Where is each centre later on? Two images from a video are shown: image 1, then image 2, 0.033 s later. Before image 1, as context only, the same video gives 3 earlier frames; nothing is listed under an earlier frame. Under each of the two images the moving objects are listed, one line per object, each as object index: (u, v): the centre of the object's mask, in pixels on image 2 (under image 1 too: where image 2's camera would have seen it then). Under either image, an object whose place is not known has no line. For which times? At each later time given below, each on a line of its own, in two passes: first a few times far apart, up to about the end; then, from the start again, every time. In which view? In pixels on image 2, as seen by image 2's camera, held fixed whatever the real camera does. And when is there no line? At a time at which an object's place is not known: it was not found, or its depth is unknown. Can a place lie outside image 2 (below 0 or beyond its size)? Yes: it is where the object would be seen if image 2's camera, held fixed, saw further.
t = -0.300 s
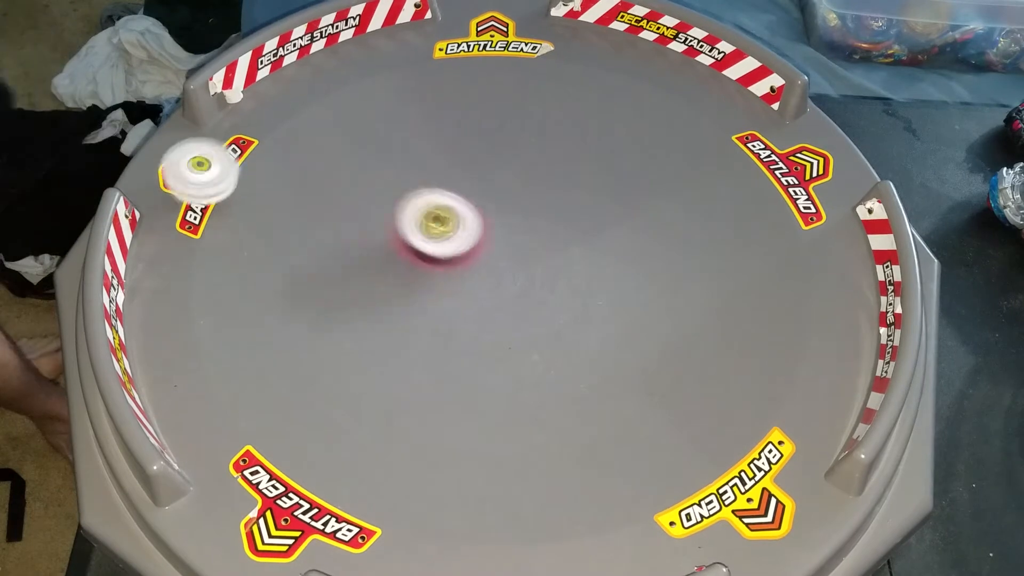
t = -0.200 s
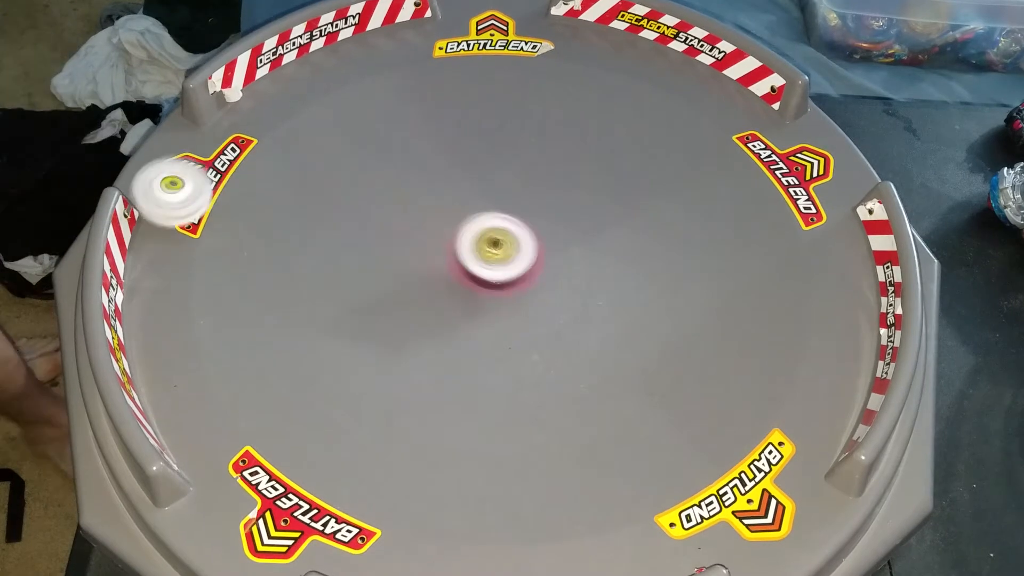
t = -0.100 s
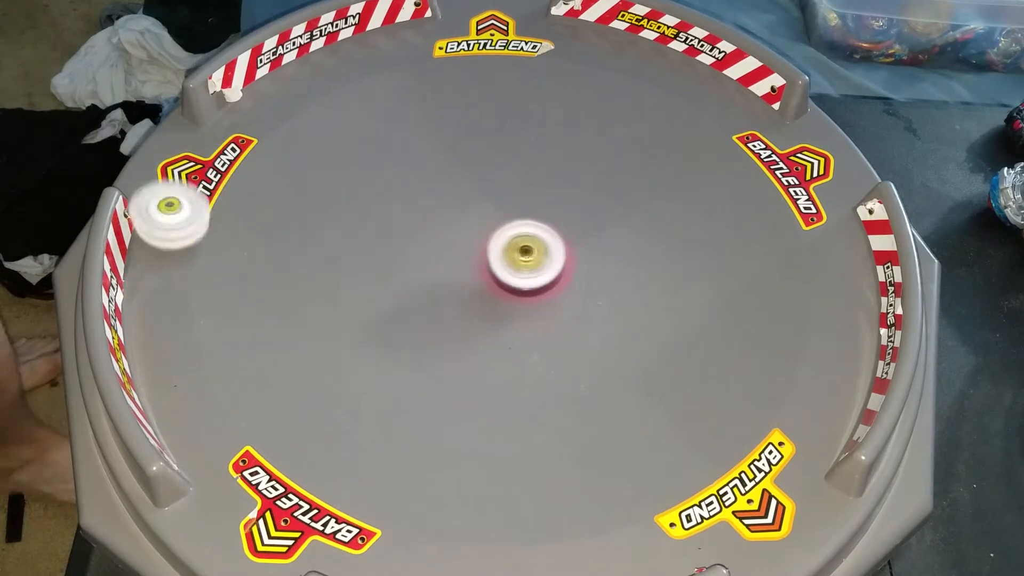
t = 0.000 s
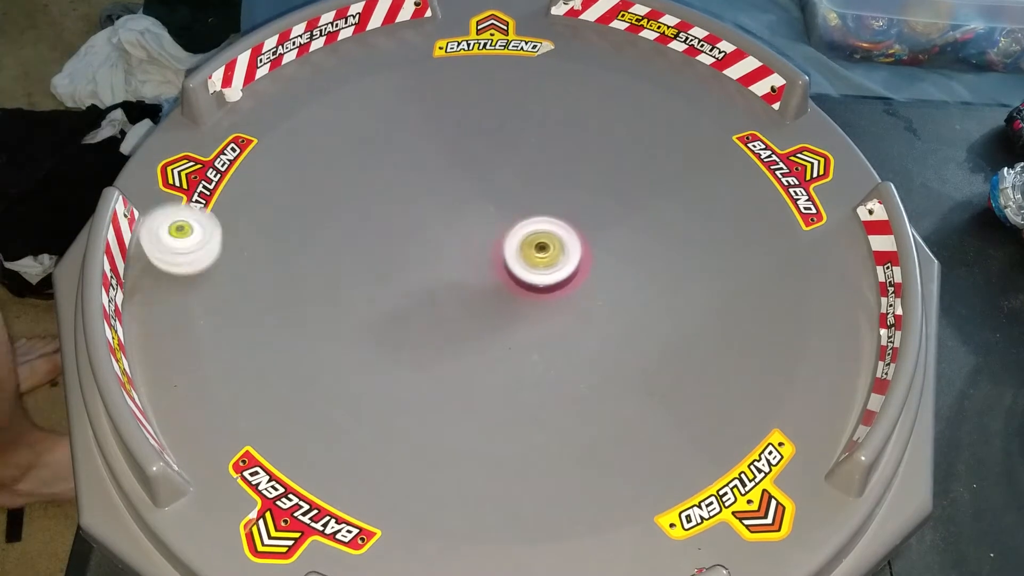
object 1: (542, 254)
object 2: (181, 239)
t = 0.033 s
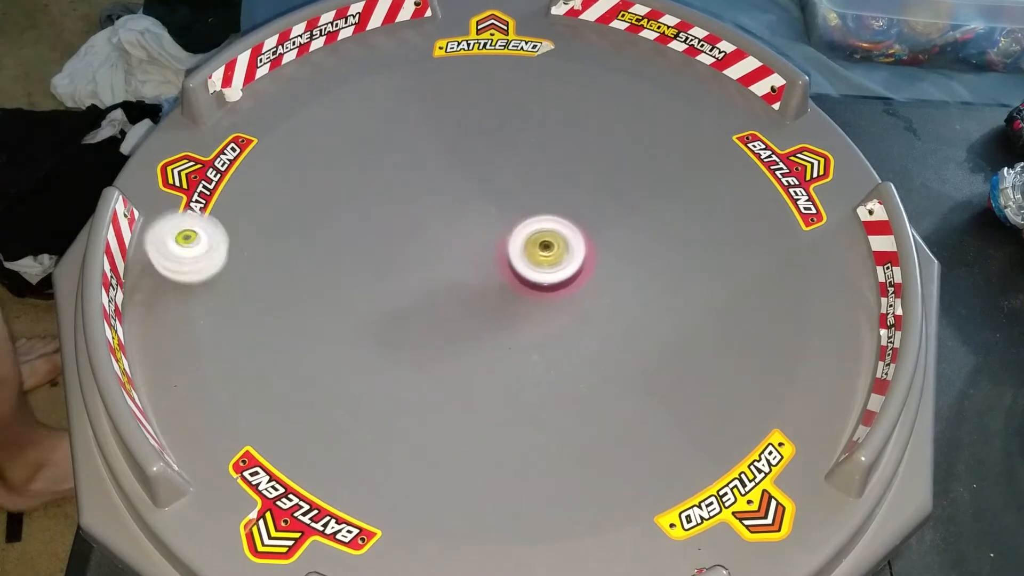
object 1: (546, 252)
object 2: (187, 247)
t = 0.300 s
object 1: (566, 247)
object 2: (312, 258)
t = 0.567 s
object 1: (568, 251)
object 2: (456, 289)
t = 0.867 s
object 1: (566, 258)
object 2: (513, 327)
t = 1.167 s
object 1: (538, 264)
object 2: (517, 338)
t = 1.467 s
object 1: (504, 263)
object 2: (455, 317)
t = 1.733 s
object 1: (476, 261)
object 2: (392, 264)
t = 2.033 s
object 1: (459, 258)
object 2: (395, 198)
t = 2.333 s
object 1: (454, 246)
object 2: (460, 167)
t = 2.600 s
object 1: (458, 235)
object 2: (514, 196)
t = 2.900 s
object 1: (463, 229)
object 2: (539, 273)
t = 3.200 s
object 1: (479, 229)
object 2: (440, 296)
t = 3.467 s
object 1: (546, 159)
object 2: (299, 335)
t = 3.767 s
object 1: (561, 117)
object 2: (259, 254)
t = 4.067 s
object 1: (556, 114)
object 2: (400, 217)
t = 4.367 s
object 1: (545, 127)
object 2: (543, 227)
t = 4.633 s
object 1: (521, 149)
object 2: (640, 260)
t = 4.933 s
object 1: (466, 207)
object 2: (625, 316)
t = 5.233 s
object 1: (442, 331)
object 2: (508, 284)
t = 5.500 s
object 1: (456, 383)
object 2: (443, 211)
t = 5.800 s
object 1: (468, 395)
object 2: (415, 138)
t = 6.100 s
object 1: (473, 386)
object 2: (472, 142)
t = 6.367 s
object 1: (483, 364)
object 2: (483, 217)
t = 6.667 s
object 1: (500, 331)
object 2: (460, 259)
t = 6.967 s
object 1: (526, 298)
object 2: (510, 229)
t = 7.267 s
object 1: (573, 365)
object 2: (505, 82)
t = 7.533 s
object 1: (577, 368)
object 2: (467, 45)
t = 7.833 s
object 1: (567, 353)
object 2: (408, 91)
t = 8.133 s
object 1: (529, 289)
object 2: (394, 187)
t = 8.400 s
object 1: (496, 221)
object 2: (379, 244)
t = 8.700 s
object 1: (464, 209)
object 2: (396, 310)
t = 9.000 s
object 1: (456, 202)
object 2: (438, 354)
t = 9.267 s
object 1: (458, 200)
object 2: (477, 355)
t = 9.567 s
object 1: (460, 210)
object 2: (528, 320)
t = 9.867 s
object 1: (452, 241)
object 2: (549, 270)
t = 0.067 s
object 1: (550, 251)
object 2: (196, 253)
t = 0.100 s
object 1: (553, 250)
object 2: (207, 257)
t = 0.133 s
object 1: (556, 249)
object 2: (221, 257)
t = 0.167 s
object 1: (559, 248)
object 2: (237, 256)
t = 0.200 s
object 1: (561, 248)
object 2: (254, 255)
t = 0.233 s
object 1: (563, 247)
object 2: (272, 255)
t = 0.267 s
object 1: (565, 247)
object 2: (292, 256)
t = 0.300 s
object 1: (566, 247)
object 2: (312, 258)
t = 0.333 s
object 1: (567, 247)
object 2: (331, 261)
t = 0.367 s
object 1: (568, 248)
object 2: (351, 264)
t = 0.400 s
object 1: (568, 248)
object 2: (370, 268)
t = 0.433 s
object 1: (569, 248)
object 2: (388, 272)
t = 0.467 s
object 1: (569, 249)
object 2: (405, 276)
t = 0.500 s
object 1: (569, 249)
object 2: (421, 281)
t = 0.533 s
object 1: (569, 250)
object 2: (438, 285)
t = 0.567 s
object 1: (568, 251)
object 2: (456, 289)
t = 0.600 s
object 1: (568, 252)
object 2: (473, 292)
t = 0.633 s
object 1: (567, 253)
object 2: (491, 294)
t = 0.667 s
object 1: (567, 253)
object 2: (505, 296)
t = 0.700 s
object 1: (569, 253)
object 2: (510, 300)
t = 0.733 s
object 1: (571, 254)
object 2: (509, 305)
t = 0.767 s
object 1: (571, 254)
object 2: (509, 311)
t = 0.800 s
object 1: (569, 256)
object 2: (510, 317)
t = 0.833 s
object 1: (568, 257)
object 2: (511, 323)
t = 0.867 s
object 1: (566, 258)
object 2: (513, 327)
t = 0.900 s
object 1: (564, 259)
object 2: (514, 331)
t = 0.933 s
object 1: (562, 260)
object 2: (515, 335)
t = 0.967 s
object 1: (559, 261)
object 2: (517, 338)
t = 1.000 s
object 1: (556, 262)
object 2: (518, 340)
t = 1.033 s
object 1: (553, 263)
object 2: (518, 341)
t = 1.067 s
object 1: (550, 263)
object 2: (519, 341)
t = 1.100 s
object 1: (546, 263)
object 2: (518, 340)
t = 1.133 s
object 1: (542, 264)
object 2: (518, 340)
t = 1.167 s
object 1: (538, 264)
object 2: (517, 338)
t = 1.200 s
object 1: (534, 264)
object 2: (516, 335)
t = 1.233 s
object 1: (530, 263)
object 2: (513, 332)
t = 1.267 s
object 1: (526, 263)
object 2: (508, 330)
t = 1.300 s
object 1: (523, 262)
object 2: (500, 329)
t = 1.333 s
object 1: (520, 262)
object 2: (491, 329)
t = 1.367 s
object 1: (516, 262)
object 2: (482, 327)
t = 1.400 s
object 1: (512, 263)
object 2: (473, 325)
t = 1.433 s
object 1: (508, 263)
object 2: (464, 321)
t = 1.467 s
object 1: (504, 263)
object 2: (455, 317)
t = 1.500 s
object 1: (501, 263)
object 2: (443, 311)
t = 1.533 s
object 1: (497, 263)
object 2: (432, 306)
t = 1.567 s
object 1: (493, 263)
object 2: (422, 300)
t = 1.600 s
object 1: (490, 263)
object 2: (413, 293)
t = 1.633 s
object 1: (486, 263)
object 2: (407, 286)
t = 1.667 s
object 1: (482, 262)
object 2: (400, 278)
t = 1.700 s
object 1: (479, 262)
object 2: (395, 271)
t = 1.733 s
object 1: (476, 261)
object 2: (392, 264)
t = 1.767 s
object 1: (473, 261)
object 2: (389, 257)
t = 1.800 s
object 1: (471, 261)
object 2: (386, 249)
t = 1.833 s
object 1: (468, 261)
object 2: (385, 242)
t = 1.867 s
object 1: (466, 260)
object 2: (385, 234)
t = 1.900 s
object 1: (464, 260)
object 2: (385, 227)
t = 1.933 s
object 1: (463, 260)
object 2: (387, 219)
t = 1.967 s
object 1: (461, 259)
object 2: (388, 212)
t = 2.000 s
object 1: (460, 258)
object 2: (391, 205)
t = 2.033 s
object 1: (459, 258)
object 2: (395, 198)
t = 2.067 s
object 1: (458, 257)
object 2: (399, 192)
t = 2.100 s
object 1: (457, 255)
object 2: (405, 186)
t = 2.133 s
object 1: (456, 254)
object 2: (411, 181)
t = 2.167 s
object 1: (456, 253)
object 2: (418, 176)
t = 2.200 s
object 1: (455, 251)
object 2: (425, 173)
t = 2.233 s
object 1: (455, 250)
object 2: (433, 170)
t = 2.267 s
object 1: (454, 249)
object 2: (442, 168)
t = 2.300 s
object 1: (454, 247)
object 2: (451, 167)
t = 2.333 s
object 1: (454, 246)
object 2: (460, 167)
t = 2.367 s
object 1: (454, 245)
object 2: (469, 168)
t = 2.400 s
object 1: (455, 243)
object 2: (477, 170)
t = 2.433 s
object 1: (455, 242)
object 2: (484, 173)
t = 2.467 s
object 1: (455, 241)
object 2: (490, 176)
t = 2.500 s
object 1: (456, 239)
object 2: (497, 180)
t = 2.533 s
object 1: (457, 238)
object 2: (503, 185)
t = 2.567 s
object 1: (458, 236)
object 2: (509, 190)
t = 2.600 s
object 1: (458, 235)
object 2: (514, 196)
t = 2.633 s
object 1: (458, 234)
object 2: (522, 202)
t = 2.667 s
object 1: (458, 233)
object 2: (530, 209)
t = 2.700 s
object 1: (459, 232)
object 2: (537, 217)
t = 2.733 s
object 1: (459, 232)
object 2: (541, 225)
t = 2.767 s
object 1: (460, 231)
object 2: (545, 234)
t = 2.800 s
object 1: (461, 230)
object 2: (547, 244)
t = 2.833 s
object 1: (462, 230)
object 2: (547, 254)
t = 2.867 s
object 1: (462, 229)
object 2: (543, 264)
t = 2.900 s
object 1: (463, 229)
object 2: (539, 273)
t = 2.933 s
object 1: (465, 229)
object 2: (531, 282)
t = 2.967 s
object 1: (466, 229)
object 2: (523, 288)
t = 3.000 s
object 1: (467, 229)
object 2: (512, 294)
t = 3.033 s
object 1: (468, 230)
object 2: (500, 297)
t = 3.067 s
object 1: (469, 230)
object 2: (488, 299)
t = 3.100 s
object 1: (470, 230)
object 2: (476, 298)
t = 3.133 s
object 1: (472, 230)
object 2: (465, 296)
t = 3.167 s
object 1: (473, 231)
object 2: (455, 293)
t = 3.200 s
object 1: (479, 229)
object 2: (440, 296)
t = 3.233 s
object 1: (490, 215)
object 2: (418, 310)
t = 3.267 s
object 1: (500, 204)
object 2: (399, 320)
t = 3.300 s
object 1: (509, 194)
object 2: (382, 327)
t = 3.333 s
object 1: (516, 186)
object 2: (366, 331)
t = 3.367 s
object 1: (524, 179)
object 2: (349, 334)
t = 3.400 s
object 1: (532, 172)
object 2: (332, 336)
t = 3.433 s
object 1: (539, 165)
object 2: (315, 336)
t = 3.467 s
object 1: (546, 159)
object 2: (299, 335)
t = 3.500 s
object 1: (551, 151)
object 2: (283, 332)
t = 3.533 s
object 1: (555, 144)
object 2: (270, 326)
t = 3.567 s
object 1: (558, 138)
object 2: (258, 318)
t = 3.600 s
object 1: (560, 133)
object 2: (249, 309)
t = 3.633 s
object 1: (562, 128)
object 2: (243, 299)
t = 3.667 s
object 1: (562, 124)
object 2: (241, 288)
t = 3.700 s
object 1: (562, 121)
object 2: (243, 276)
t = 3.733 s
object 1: (561, 119)
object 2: (249, 265)
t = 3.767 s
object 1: (561, 117)
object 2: (259, 254)
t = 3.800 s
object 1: (560, 116)
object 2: (271, 246)
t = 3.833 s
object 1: (560, 115)
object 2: (286, 238)
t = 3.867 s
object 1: (559, 114)
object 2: (301, 232)
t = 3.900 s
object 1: (559, 113)
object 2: (317, 227)
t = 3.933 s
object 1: (558, 113)
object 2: (334, 224)
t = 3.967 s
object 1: (558, 113)
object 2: (350, 221)
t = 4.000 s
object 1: (557, 113)
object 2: (367, 219)
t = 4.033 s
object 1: (557, 114)
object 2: (384, 218)
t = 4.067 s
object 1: (556, 114)
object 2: (400, 217)
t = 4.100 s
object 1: (555, 115)
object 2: (415, 217)
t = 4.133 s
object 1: (554, 115)
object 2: (431, 217)
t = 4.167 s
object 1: (553, 116)
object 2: (447, 217)
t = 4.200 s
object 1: (552, 118)
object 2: (463, 217)
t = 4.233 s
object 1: (551, 119)
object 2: (480, 218)
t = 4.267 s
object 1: (550, 121)
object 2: (496, 219)
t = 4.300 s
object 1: (548, 122)
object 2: (512, 220)
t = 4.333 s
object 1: (547, 125)
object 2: (528, 223)
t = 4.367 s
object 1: (545, 127)
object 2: (543, 227)
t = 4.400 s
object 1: (543, 129)
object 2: (558, 231)
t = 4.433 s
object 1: (540, 132)
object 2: (571, 235)
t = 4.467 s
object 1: (538, 134)
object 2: (585, 239)
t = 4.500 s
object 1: (535, 137)
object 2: (598, 243)
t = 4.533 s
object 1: (532, 140)
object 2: (610, 247)
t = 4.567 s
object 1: (528, 142)
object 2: (621, 251)
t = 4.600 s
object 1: (525, 146)
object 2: (631, 255)
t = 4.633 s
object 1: (521, 149)
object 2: (640, 260)
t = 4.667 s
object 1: (516, 153)
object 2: (648, 266)
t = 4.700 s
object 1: (511, 157)
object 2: (654, 273)
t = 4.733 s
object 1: (505, 162)
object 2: (658, 280)
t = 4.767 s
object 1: (500, 168)
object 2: (659, 288)
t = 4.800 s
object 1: (494, 174)
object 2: (658, 295)
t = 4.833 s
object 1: (488, 180)
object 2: (654, 302)
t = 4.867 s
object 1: (481, 188)
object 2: (646, 308)
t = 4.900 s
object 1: (474, 197)
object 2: (637, 313)
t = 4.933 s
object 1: (466, 207)
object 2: (625, 316)
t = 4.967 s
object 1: (458, 218)
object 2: (613, 316)
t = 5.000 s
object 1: (451, 232)
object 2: (601, 315)
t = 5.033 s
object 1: (445, 248)
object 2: (588, 312)
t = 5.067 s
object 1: (441, 264)
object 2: (576, 309)
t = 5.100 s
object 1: (440, 280)
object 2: (563, 304)
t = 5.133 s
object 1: (440, 297)
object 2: (549, 300)
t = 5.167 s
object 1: (441, 310)
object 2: (535, 295)
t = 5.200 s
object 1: (441, 321)
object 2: (521, 290)
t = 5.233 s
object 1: (442, 331)
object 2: (508, 284)
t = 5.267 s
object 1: (442, 341)
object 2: (495, 277)
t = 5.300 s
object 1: (443, 349)
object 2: (484, 269)
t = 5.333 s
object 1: (444, 357)
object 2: (474, 260)
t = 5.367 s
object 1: (447, 364)
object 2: (466, 250)
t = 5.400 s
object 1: (449, 370)
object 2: (459, 240)
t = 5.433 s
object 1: (451, 376)
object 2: (453, 230)
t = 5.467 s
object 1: (454, 380)
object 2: (448, 220)
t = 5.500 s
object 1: (456, 383)
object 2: (443, 211)
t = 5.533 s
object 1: (458, 386)
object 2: (437, 202)
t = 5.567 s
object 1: (460, 388)
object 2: (430, 193)
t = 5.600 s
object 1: (462, 390)
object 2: (425, 185)
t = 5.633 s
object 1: (463, 392)
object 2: (420, 177)
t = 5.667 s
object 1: (465, 393)
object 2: (416, 169)
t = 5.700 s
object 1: (466, 394)
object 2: (414, 161)
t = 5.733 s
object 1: (467, 395)
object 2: (413, 153)
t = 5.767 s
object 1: (467, 395)
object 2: (413, 145)
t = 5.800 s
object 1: (468, 395)
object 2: (415, 138)
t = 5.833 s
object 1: (468, 395)
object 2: (418, 132)
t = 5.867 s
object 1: (469, 395)
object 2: (423, 128)
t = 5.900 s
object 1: (470, 394)
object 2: (429, 124)
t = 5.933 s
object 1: (470, 393)
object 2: (436, 123)
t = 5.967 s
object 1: (471, 392)
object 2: (444, 123)
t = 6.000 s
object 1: (471, 391)
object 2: (452, 125)
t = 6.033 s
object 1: (472, 390)
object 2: (459, 130)
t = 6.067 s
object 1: (472, 388)
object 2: (466, 135)
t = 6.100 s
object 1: (473, 386)
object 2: (472, 142)
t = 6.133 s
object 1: (473, 385)
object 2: (477, 150)
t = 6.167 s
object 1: (474, 382)
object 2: (480, 158)
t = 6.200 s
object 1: (476, 380)
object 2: (482, 166)
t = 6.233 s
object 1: (476, 377)
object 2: (482, 176)
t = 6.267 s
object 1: (478, 374)
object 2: (482, 186)
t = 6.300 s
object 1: (479, 371)
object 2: (482, 196)
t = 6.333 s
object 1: (481, 367)
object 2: (483, 206)
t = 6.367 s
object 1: (483, 364)
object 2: (483, 217)
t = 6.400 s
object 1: (485, 360)
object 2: (484, 228)
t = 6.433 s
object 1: (487, 355)
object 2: (485, 238)
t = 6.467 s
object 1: (489, 350)
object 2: (484, 249)
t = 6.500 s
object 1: (491, 344)
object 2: (482, 259)
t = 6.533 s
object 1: (493, 339)
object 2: (478, 267)
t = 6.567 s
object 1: (495, 336)
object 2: (473, 272)
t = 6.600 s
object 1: (497, 335)
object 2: (468, 270)
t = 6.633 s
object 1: (498, 334)
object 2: (464, 266)
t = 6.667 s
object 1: (500, 331)
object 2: (460, 259)
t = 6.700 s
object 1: (501, 329)
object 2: (458, 252)
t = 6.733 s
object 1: (504, 326)
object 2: (458, 245)
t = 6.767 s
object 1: (506, 323)
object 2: (461, 238)
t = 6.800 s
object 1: (509, 321)
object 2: (467, 233)
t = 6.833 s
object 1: (512, 318)
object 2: (474, 229)
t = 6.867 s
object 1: (515, 314)
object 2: (482, 226)
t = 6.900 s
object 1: (518, 309)
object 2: (492, 225)
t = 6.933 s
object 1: (522, 304)
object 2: (501, 226)
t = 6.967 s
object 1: (526, 298)
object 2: (510, 229)
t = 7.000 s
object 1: (530, 297)
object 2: (516, 228)
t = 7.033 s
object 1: (541, 314)
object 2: (514, 202)
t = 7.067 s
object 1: (550, 330)
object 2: (513, 176)
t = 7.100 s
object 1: (557, 344)
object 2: (513, 153)
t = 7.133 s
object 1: (561, 354)
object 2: (511, 132)
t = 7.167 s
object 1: (565, 359)
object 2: (510, 114)
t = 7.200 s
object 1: (568, 362)
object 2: (509, 101)
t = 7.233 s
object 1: (571, 364)
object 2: (507, 90)
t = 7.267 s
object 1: (573, 365)
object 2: (505, 82)
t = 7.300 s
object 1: (574, 366)
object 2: (502, 75)
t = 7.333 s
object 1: (575, 367)
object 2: (499, 69)
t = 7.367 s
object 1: (577, 367)
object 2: (496, 63)
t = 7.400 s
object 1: (577, 368)
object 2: (492, 57)
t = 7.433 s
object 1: (578, 368)
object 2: (487, 53)
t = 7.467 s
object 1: (578, 368)
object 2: (481, 49)
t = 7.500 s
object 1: (578, 368)
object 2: (474, 47)
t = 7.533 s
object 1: (577, 368)
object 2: (467, 45)
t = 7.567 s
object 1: (577, 367)
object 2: (459, 45)
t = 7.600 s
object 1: (576, 367)
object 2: (451, 47)
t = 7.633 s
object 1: (576, 366)
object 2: (444, 50)
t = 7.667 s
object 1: (574, 364)
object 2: (437, 54)
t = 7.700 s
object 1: (573, 363)
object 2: (430, 60)
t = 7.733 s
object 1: (571, 361)
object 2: (423, 67)
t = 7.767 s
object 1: (570, 359)
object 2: (418, 74)
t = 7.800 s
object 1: (568, 356)
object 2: (413, 82)
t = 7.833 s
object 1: (567, 353)
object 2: (408, 91)
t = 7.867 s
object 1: (565, 349)
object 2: (404, 100)
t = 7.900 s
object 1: (562, 344)
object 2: (400, 110)
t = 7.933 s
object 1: (558, 339)
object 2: (397, 121)
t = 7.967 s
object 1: (555, 332)
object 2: (394, 131)
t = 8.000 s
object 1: (551, 324)
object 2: (392, 142)
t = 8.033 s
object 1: (546, 317)
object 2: (391, 154)
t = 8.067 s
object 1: (541, 309)
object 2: (391, 165)
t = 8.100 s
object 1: (535, 299)
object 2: (392, 176)
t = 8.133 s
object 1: (529, 289)
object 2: (394, 187)
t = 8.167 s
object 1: (522, 278)
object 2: (397, 197)
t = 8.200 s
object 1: (515, 266)
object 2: (401, 208)
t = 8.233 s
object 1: (505, 255)
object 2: (405, 218)
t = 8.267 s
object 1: (496, 243)
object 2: (411, 227)
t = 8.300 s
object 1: (490, 233)
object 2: (410, 234)
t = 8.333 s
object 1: (495, 228)
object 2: (396, 237)
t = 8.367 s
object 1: (496, 224)
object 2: (385, 240)
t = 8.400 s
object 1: (496, 221)
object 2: (379, 244)
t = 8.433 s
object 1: (492, 218)
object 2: (376, 250)
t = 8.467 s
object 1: (488, 217)
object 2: (377, 257)
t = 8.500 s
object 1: (482, 216)
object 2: (379, 265)
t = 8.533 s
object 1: (479, 215)
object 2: (381, 273)
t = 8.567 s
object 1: (475, 213)
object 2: (383, 280)
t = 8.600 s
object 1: (471, 212)
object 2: (386, 288)
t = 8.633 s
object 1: (469, 211)
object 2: (389, 295)
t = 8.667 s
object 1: (466, 210)
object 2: (392, 302)
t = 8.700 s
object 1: (464, 209)
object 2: (396, 310)
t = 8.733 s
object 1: (463, 208)
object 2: (400, 317)
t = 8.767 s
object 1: (461, 207)
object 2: (404, 323)
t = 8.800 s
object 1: (459, 206)
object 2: (409, 329)
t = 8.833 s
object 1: (458, 206)
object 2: (413, 335)
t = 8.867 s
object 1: (457, 205)
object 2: (418, 340)
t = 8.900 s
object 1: (457, 203)
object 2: (423, 345)
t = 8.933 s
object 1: (456, 203)
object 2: (428, 348)
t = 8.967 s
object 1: (456, 202)
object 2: (433, 352)
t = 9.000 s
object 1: (456, 202)
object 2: (438, 354)
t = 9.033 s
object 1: (455, 201)
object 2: (443, 357)
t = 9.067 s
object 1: (456, 201)
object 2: (449, 358)
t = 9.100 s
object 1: (456, 200)
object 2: (454, 359)
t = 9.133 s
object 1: (456, 200)
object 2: (459, 360)
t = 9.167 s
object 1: (456, 200)
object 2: (463, 360)
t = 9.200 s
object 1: (457, 200)
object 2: (467, 359)
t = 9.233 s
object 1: (457, 200)
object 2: (471, 357)
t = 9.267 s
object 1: (458, 200)
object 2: (477, 355)
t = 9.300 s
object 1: (458, 201)
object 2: (483, 352)
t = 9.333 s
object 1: (459, 201)
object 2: (489, 349)
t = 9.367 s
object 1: (460, 202)
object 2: (495, 345)
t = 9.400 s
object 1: (460, 203)
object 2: (501, 342)
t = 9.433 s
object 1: (460, 204)
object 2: (507, 338)
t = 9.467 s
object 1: (460, 206)
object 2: (513, 334)
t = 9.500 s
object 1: (461, 207)
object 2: (519, 329)
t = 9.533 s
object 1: (460, 208)
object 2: (524, 325)
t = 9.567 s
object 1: (460, 210)
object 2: (528, 320)
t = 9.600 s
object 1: (459, 212)
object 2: (532, 315)
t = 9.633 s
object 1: (459, 214)
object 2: (536, 310)
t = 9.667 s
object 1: (457, 216)
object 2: (539, 305)
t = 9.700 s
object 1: (457, 219)
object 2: (542, 299)
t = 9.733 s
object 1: (455, 222)
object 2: (544, 293)
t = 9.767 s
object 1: (454, 227)
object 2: (545, 287)
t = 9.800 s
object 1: (454, 231)
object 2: (547, 281)
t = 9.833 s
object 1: (453, 236)
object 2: (548, 276)
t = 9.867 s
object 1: (452, 241)
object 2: (549, 270)
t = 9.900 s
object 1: (453, 247)
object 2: (549, 265)
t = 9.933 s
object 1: (454, 254)
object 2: (549, 259)
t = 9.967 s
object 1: (455, 260)
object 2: (549, 253)
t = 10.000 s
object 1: (458, 266)
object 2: (548, 247)
